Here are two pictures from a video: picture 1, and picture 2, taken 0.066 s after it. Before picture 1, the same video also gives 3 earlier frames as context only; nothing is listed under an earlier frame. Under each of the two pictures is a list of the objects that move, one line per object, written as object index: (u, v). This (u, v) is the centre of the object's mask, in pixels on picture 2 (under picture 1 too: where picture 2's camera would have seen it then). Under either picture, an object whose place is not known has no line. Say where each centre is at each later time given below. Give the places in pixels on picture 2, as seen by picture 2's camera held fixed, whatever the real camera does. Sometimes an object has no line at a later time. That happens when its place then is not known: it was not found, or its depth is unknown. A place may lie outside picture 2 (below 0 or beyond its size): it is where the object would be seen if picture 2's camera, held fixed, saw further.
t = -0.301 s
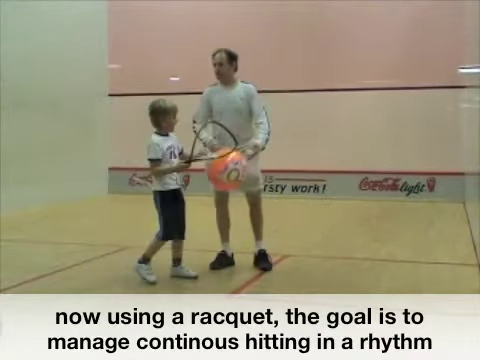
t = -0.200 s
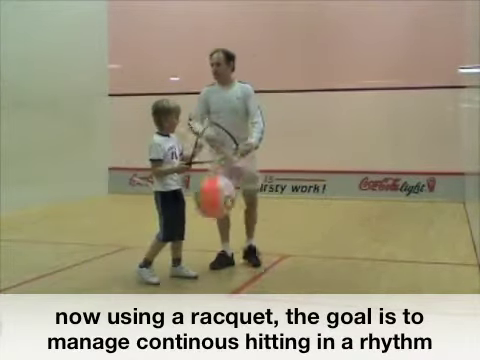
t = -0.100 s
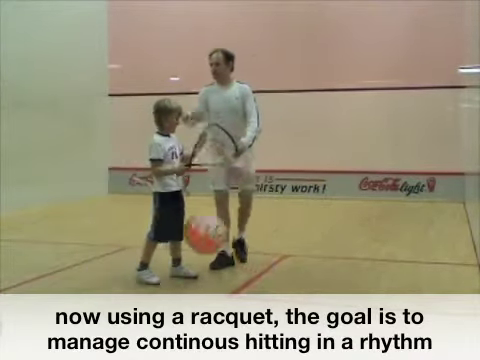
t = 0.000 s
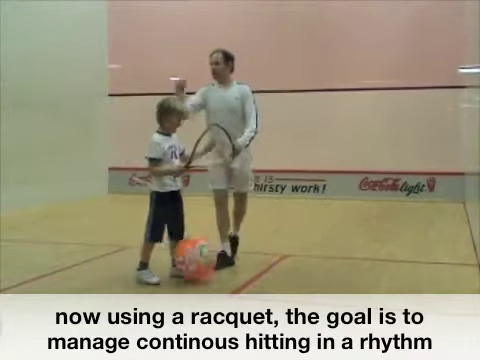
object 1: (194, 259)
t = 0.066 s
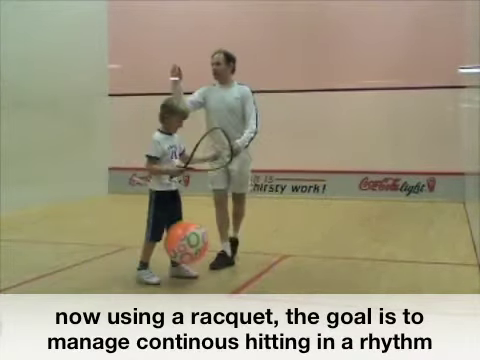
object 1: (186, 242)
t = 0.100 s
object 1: (182, 237)
